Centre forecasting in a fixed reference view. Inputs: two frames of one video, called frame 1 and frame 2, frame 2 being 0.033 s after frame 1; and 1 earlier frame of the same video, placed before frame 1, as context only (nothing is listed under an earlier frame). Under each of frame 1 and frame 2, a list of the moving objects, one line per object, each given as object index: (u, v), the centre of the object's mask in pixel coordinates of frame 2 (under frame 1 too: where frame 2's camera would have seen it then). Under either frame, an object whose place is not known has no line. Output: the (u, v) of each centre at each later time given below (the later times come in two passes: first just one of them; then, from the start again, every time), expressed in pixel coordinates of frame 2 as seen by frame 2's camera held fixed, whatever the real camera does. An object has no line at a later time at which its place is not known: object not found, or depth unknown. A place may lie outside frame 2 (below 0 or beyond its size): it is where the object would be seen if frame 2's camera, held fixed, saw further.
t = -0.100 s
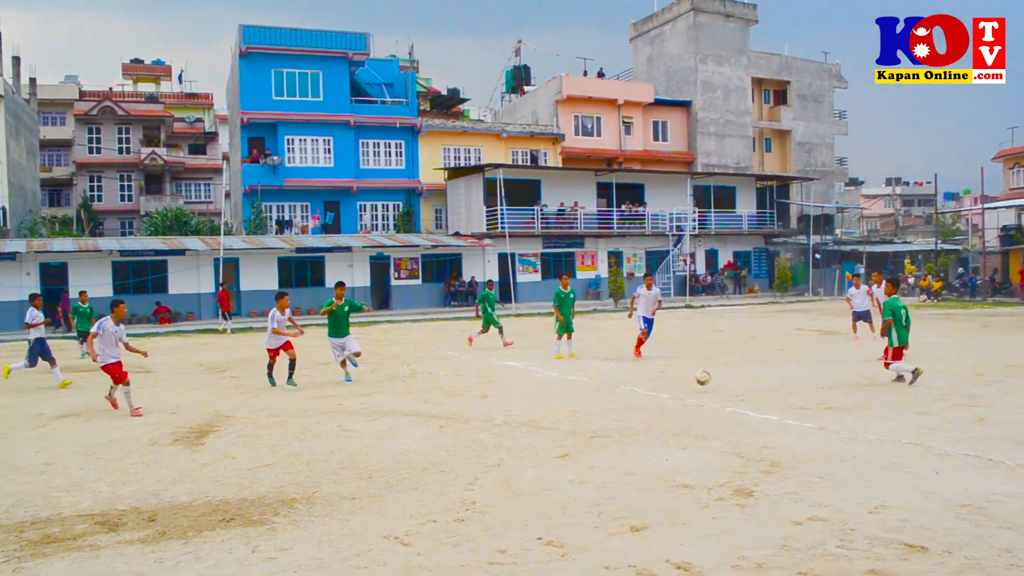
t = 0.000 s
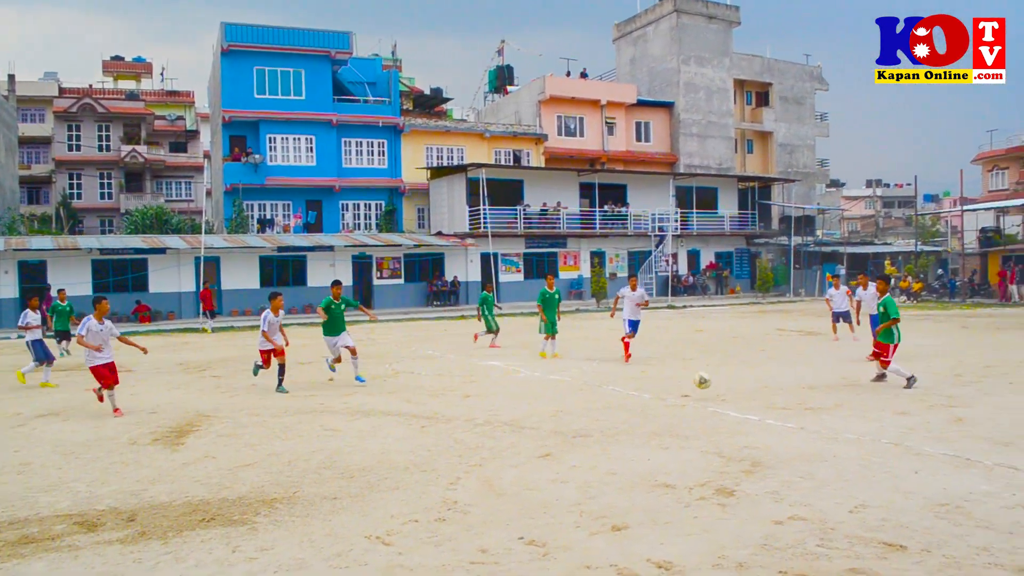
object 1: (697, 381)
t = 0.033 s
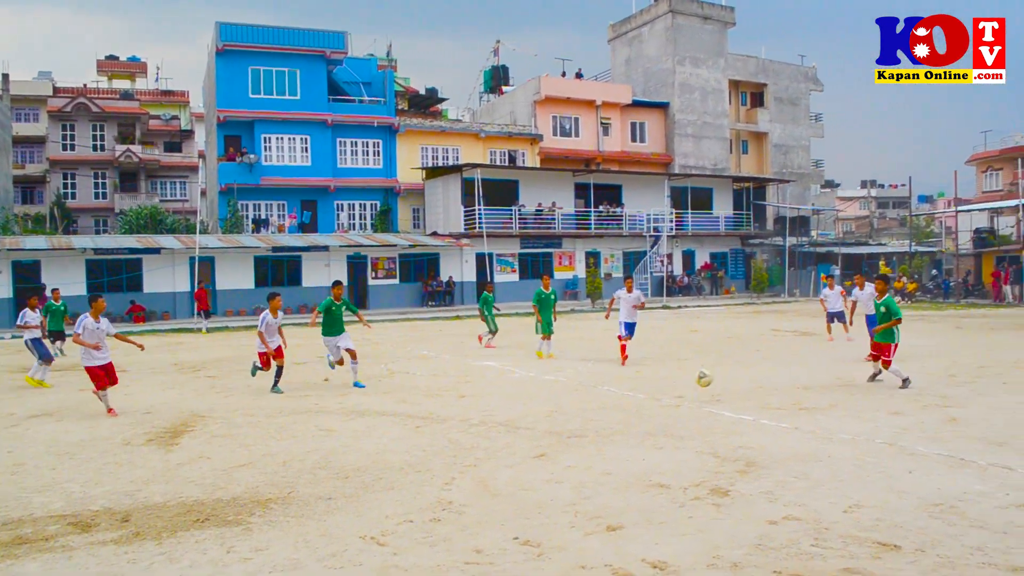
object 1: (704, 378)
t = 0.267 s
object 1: (759, 388)
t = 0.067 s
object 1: (711, 376)
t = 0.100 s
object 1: (717, 375)
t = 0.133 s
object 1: (724, 373)
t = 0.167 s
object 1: (731, 374)
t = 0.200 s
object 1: (741, 379)
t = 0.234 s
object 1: (750, 383)
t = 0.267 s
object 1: (759, 388)
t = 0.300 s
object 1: (768, 394)
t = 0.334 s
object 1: (782, 396)
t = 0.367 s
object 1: (790, 408)
